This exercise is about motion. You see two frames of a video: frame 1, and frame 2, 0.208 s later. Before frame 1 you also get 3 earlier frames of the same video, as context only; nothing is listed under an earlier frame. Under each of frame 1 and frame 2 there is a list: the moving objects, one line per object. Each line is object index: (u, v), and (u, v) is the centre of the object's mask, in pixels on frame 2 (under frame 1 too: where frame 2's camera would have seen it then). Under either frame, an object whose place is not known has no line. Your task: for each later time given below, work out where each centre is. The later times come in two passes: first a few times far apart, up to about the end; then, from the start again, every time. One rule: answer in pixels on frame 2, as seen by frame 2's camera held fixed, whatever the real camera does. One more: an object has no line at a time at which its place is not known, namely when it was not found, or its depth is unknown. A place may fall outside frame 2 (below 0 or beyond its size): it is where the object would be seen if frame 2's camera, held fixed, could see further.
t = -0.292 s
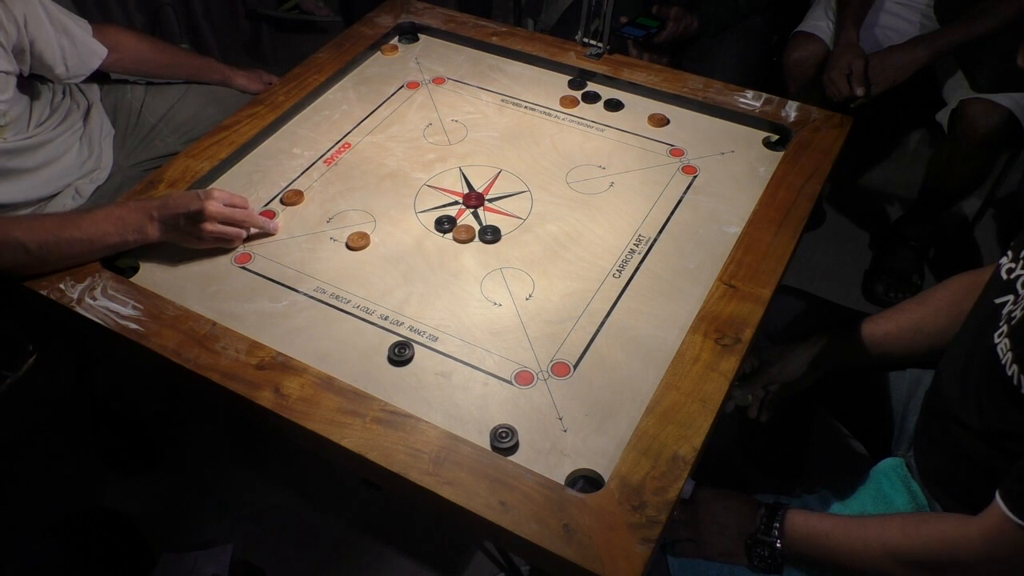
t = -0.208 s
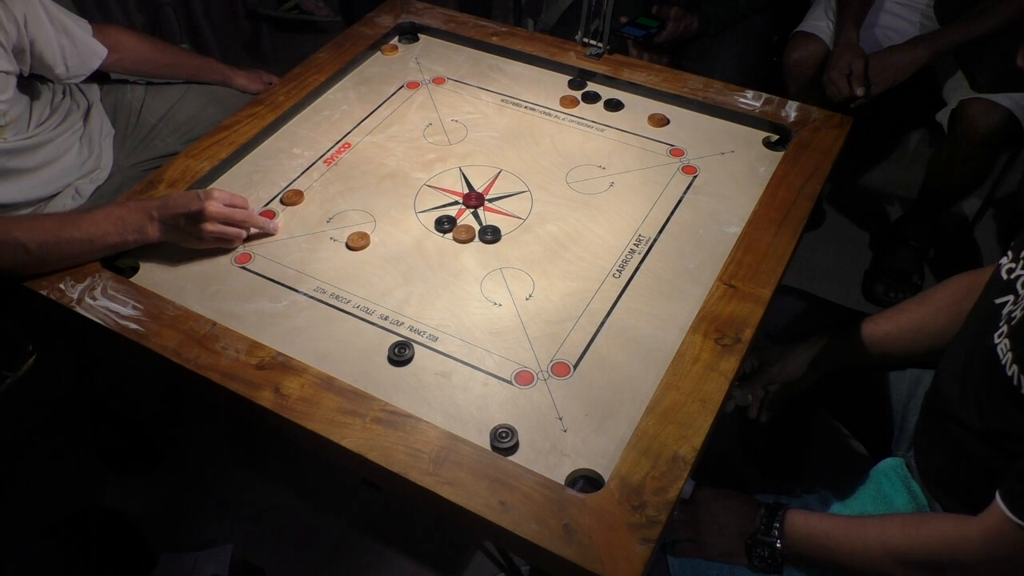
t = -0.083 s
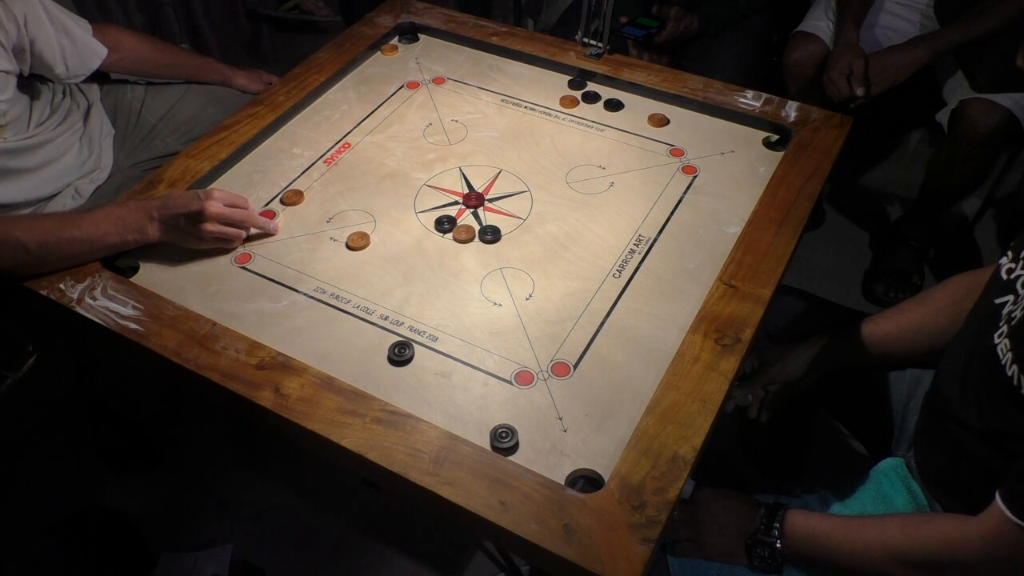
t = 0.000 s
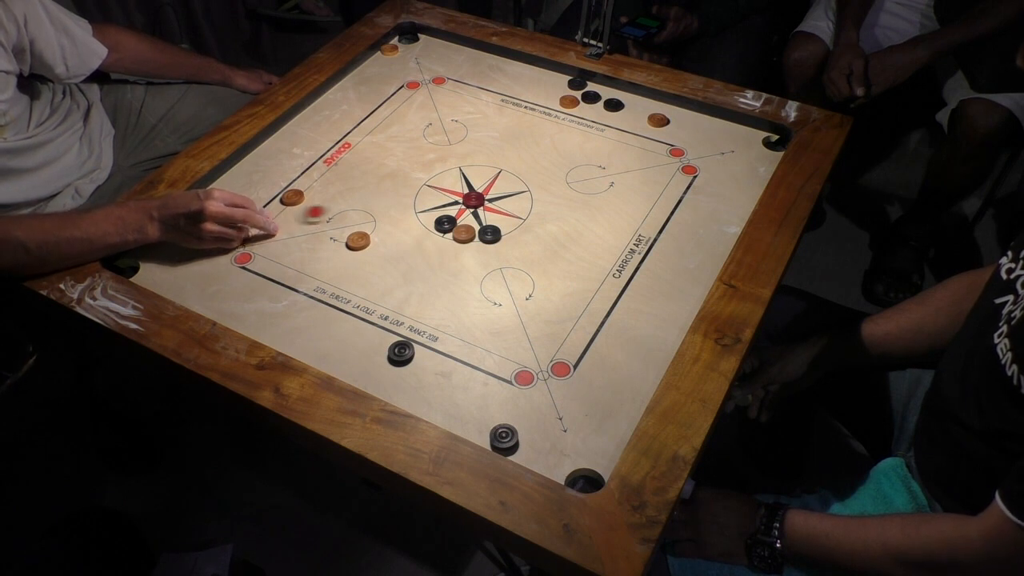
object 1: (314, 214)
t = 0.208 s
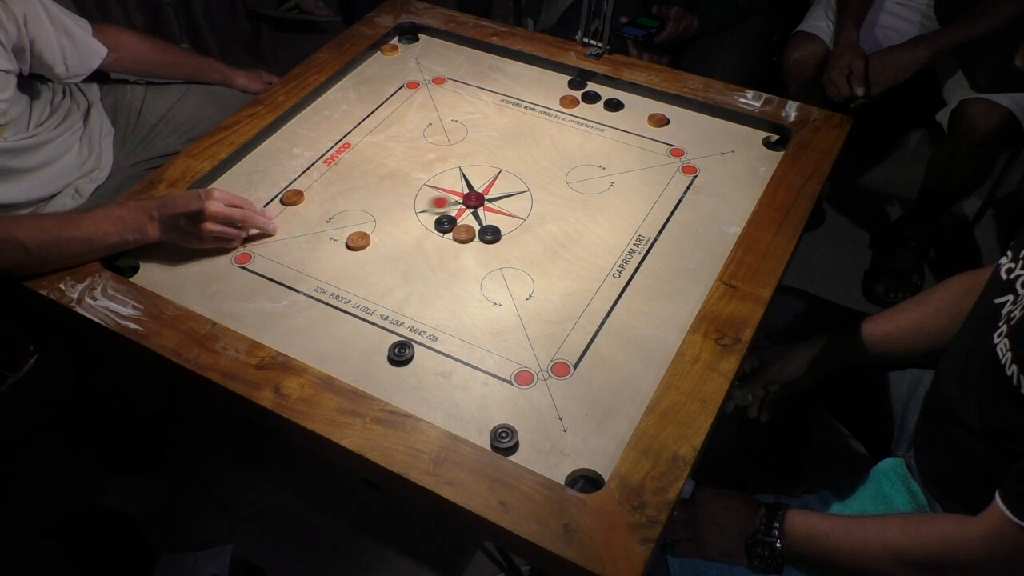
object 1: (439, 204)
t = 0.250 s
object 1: (456, 203)
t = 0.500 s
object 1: (513, 203)
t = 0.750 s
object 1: (536, 203)
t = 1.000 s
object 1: (536, 203)
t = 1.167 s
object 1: (536, 203)
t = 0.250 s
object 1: (456, 203)
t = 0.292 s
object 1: (468, 203)
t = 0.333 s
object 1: (478, 203)
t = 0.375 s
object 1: (488, 203)
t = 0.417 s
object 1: (498, 203)
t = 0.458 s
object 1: (506, 203)
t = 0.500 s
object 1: (513, 203)
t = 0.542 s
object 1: (525, 203)
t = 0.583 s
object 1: (529, 203)
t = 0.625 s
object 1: (533, 203)
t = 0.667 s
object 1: (535, 203)
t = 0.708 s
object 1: (536, 203)
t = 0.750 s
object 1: (536, 203)
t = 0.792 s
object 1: (536, 203)
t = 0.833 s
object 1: (536, 203)
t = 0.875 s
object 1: (536, 203)
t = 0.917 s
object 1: (536, 203)
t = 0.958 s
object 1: (536, 203)
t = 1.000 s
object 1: (536, 203)
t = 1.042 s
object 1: (536, 203)
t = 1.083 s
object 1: (536, 203)
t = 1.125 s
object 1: (536, 203)
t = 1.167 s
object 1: (536, 203)
